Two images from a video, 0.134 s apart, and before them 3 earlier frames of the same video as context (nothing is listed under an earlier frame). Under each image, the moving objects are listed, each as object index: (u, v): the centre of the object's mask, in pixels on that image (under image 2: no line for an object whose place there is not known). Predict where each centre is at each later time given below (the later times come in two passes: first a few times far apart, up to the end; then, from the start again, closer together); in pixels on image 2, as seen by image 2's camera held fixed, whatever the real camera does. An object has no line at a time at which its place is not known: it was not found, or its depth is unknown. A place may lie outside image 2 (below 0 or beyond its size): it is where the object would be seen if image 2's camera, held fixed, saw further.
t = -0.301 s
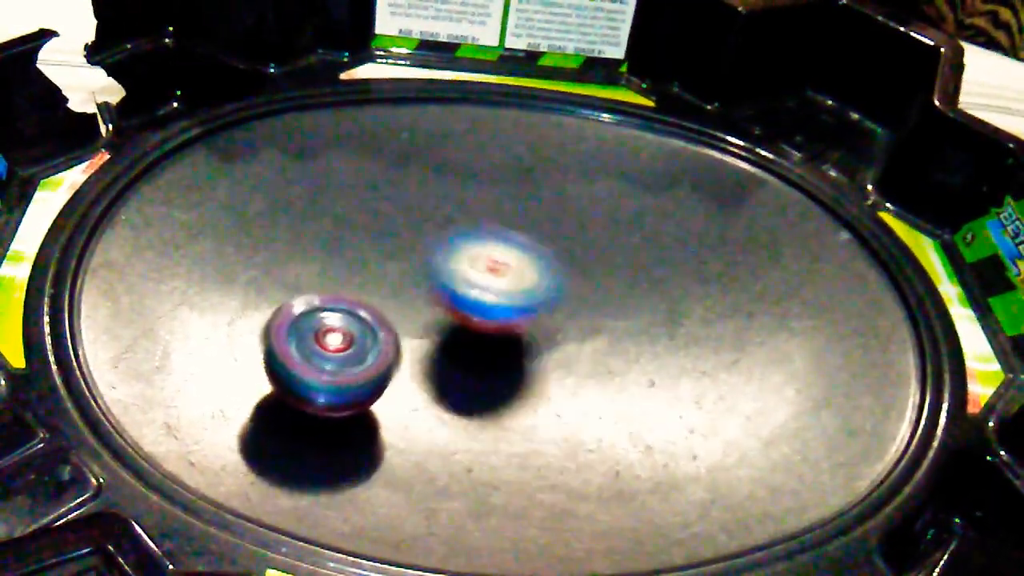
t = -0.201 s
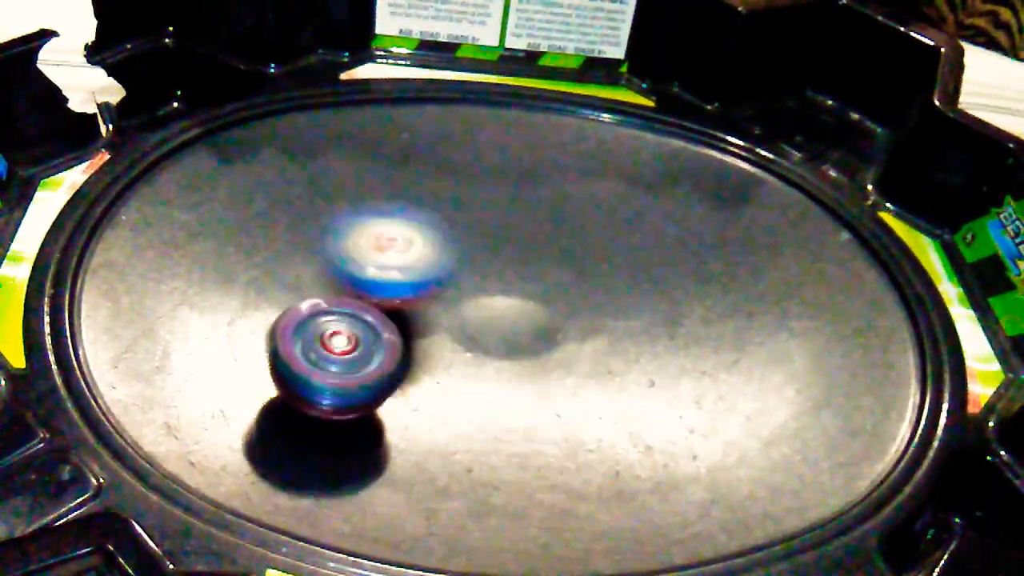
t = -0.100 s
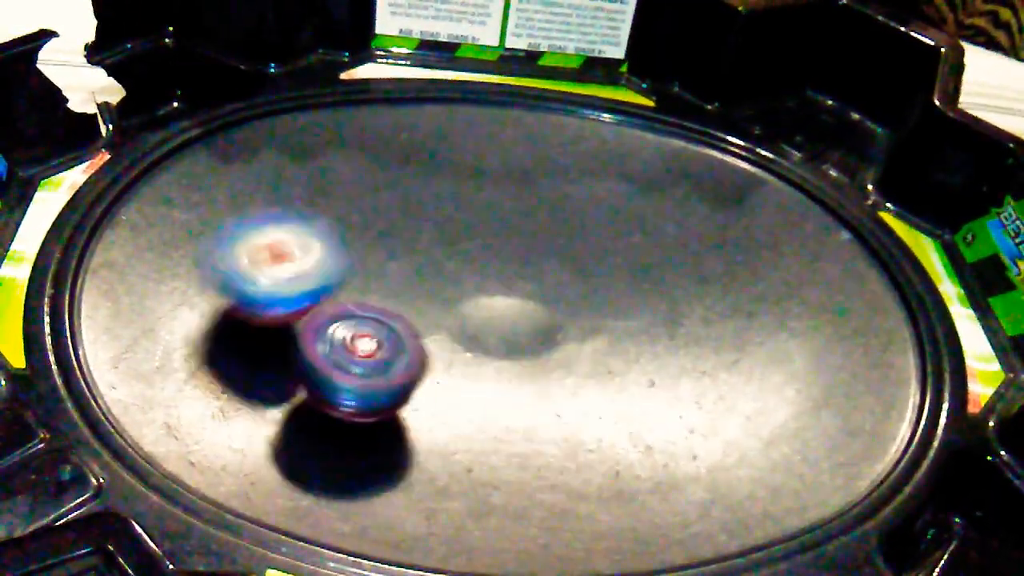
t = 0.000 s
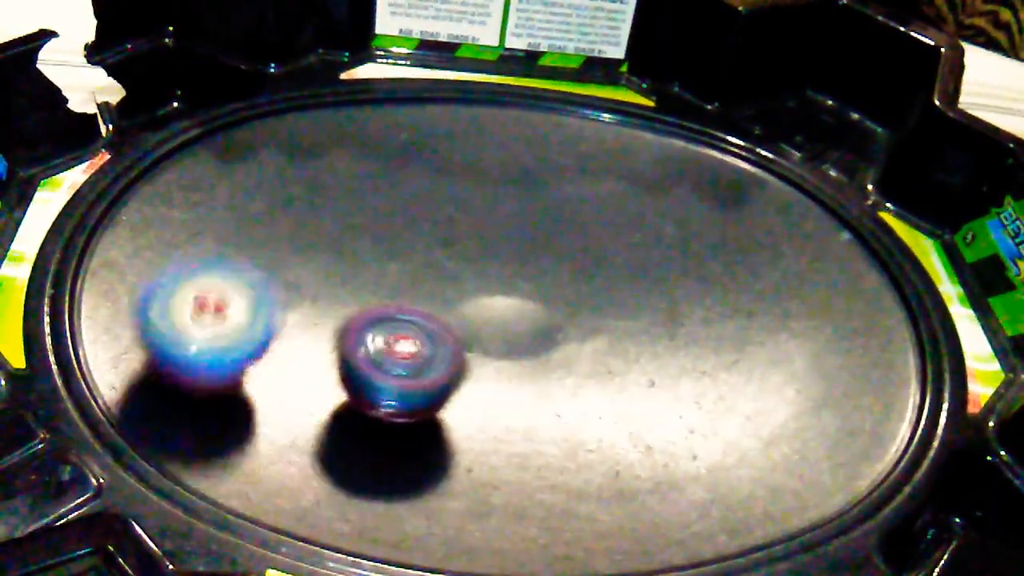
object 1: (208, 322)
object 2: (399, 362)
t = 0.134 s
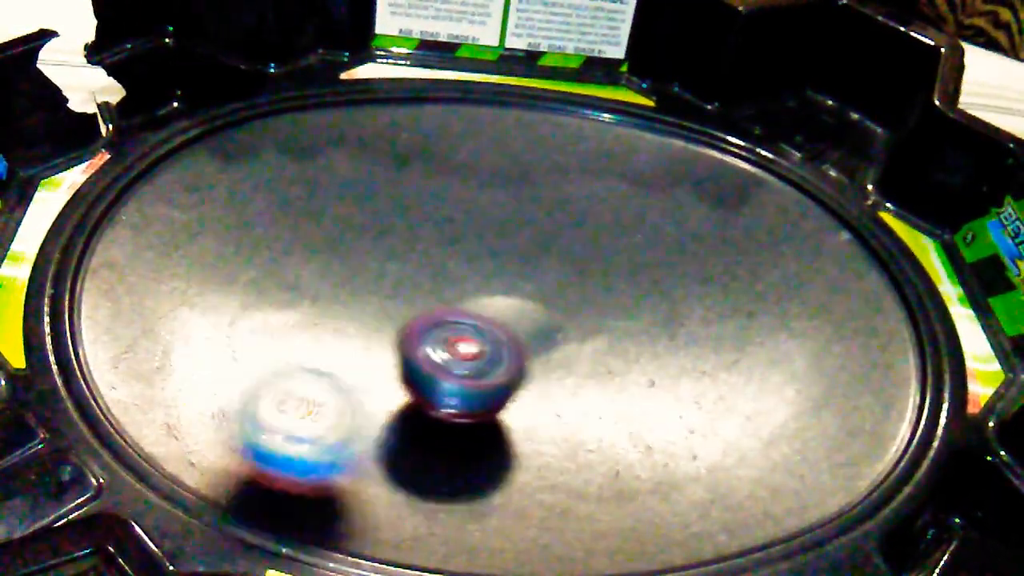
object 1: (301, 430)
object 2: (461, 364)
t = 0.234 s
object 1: (457, 442)
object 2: (519, 351)
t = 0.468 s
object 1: (475, 479)
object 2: (775, 147)
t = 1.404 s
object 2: (387, 327)
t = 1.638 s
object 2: (637, 350)
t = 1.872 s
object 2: (687, 378)
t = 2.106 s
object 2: (629, 363)
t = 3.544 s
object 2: (351, 290)
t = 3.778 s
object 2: (294, 287)
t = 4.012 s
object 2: (360, 347)
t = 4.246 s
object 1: (408, 247)
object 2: (467, 388)
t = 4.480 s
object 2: (661, 424)
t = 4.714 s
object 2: (732, 385)
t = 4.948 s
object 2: (681, 297)
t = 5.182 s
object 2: (612, 225)
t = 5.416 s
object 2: (595, 210)
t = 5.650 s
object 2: (487, 254)
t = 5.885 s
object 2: (352, 272)
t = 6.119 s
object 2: (321, 307)
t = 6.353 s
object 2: (392, 376)
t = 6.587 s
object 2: (506, 392)
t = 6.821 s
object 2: (596, 342)
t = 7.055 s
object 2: (609, 273)
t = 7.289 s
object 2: (565, 226)
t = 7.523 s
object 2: (514, 199)
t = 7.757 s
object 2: (440, 246)
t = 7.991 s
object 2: (402, 331)
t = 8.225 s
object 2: (439, 407)
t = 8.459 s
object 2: (519, 405)
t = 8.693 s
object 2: (577, 344)
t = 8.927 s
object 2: (573, 267)
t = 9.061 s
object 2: (545, 244)
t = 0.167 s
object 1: (360, 439)
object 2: (476, 365)
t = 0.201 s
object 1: (414, 441)
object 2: (494, 361)
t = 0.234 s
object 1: (457, 442)
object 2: (519, 351)
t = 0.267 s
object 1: (493, 438)
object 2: (550, 343)
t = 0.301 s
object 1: (528, 427)
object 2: (581, 331)
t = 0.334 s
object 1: (555, 410)
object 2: (603, 321)
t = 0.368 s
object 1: (563, 398)
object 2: (633, 302)
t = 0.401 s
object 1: (533, 426)
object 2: (683, 250)
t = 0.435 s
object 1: (504, 456)
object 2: (727, 204)
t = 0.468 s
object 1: (475, 479)
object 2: (775, 147)
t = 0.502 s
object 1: (455, 496)
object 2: (805, 108)
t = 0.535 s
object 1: (438, 507)
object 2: (835, 79)
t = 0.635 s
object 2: (843, 100)
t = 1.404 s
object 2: (387, 327)
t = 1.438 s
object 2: (432, 333)
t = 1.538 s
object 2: (559, 346)
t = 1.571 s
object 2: (590, 346)
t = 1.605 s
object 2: (615, 347)
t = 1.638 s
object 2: (637, 350)
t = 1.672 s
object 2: (655, 353)
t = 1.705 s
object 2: (668, 357)
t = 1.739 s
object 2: (676, 362)
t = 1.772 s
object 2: (683, 367)
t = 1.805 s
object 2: (688, 372)
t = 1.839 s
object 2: (688, 375)
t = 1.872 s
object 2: (687, 378)
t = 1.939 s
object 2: (678, 381)
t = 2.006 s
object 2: (663, 377)
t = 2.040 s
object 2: (653, 373)
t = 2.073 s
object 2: (641, 369)
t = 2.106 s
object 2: (629, 363)
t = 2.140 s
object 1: (349, 333)
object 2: (618, 357)
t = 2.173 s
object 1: (403, 344)
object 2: (607, 351)
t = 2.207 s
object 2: (595, 343)
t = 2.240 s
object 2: (616, 326)
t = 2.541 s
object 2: (783, 237)
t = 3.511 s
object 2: (369, 284)
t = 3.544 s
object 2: (351, 290)
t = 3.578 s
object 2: (330, 289)
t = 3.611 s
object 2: (313, 283)
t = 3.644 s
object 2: (301, 280)
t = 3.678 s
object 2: (295, 278)
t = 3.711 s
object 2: (292, 279)
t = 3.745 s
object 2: (292, 282)
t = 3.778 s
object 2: (294, 287)
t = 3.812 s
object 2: (299, 294)
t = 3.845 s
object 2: (305, 302)
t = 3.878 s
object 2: (313, 310)
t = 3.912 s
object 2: (323, 320)
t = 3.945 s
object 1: (554, 234)
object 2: (334, 329)
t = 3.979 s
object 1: (541, 221)
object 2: (347, 337)
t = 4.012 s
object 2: (360, 347)
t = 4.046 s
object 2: (374, 355)
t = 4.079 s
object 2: (389, 363)
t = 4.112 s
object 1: (464, 202)
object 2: (404, 369)
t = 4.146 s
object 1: (445, 206)
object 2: (419, 375)
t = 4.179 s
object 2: (435, 379)
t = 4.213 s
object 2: (451, 384)
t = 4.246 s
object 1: (408, 247)
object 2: (467, 388)
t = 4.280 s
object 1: (405, 267)
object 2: (485, 390)
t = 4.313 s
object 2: (500, 390)
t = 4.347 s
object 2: (517, 389)
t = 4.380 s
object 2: (551, 397)
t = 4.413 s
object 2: (595, 409)
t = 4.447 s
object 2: (632, 419)
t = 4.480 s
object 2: (661, 424)
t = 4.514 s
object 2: (685, 426)
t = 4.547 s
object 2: (703, 425)
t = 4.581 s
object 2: (716, 421)
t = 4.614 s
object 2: (725, 414)
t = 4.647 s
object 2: (731, 406)
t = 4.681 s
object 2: (733, 397)
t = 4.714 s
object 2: (732, 385)
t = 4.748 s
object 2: (728, 373)
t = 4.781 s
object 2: (724, 361)
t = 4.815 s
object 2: (717, 349)
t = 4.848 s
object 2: (710, 335)
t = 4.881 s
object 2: (702, 321)
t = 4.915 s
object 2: (692, 309)
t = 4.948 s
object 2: (681, 297)
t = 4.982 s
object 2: (671, 286)
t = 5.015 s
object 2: (658, 274)
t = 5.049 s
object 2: (646, 264)
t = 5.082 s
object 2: (635, 255)
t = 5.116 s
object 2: (622, 245)
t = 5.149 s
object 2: (610, 237)
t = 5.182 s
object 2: (612, 225)
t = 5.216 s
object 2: (623, 211)
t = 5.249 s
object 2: (628, 204)
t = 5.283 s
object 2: (628, 201)
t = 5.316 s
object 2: (623, 201)
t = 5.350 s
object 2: (617, 201)
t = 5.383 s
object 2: (607, 205)
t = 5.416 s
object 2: (595, 210)
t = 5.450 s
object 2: (583, 214)
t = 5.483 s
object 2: (569, 220)
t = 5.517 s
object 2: (555, 224)
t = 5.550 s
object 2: (536, 233)
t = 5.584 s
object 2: (519, 240)
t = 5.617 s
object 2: (503, 246)
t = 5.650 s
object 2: (487, 254)
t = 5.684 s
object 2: (471, 262)
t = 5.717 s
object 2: (458, 269)
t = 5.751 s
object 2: (442, 278)
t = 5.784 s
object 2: (427, 290)
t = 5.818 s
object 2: (401, 287)
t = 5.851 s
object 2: (375, 279)
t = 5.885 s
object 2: (352, 272)
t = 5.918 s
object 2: (335, 270)
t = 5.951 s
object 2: (325, 271)
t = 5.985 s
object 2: (319, 275)
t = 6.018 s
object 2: (317, 281)
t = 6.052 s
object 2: (317, 289)
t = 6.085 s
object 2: (318, 299)
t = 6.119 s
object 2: (321, 307)
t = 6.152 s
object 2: (327, 318)
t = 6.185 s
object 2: (333, 329)
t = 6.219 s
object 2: (342, 339)
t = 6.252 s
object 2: (352, 350)
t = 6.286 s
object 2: (364, 359)
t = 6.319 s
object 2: (378, 367)
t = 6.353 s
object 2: (392, 376)
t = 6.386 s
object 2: (408, 384)
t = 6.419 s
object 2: (423, 390)
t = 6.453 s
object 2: (441, 392)
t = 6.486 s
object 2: (457, 394)
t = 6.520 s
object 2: (471, 394)
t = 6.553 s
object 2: (490, 394)
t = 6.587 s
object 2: (506, 392)
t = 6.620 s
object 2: (522, 388)
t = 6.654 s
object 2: (537, 382)
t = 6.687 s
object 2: (551, 376)
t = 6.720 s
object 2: (565, 368)
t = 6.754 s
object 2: (577, 358)
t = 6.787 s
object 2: (587, 351)
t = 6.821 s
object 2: (596, 342)
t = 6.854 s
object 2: (603, 332)
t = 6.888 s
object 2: (609, 322)
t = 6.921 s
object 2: (611, 313)
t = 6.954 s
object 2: (613, 302)
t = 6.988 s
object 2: (613, 292)
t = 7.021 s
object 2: (612, 283)
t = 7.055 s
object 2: (609, 273)
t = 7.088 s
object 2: (605, 264)
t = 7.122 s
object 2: (601, 257)
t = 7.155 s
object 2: (596, 249)
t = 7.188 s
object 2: (588, 245)
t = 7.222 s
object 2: (581, 238)
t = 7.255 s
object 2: (574, 231)
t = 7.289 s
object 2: (565, 226)
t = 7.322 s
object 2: (557, 215)
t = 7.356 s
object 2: (552, 205)
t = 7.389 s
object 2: (546, 199)
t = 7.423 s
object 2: (539, 196)
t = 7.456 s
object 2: (531, 197)
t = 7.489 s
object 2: (523, 197)
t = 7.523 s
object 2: (514, 199)
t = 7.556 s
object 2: (504, 204)
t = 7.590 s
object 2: (493, 210)
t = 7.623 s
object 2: (484, 216)
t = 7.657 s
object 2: (474, 221)
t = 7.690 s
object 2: (462, 229)
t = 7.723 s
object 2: (452, 236)
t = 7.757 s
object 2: (440, 246)
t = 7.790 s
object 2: (430, 257)
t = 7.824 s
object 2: (423, 267)
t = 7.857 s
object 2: (416, 279)
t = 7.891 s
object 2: (411, 293)
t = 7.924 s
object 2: (407, 306)
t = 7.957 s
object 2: (403, 320)
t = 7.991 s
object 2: (402, 331)
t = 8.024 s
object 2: (402, 343)
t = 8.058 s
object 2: (404, 356)
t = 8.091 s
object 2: (408, 366)
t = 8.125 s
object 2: (413, 377)
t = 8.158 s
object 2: (421, 388)
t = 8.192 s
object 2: (429, 398)
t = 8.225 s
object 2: (439, 407)
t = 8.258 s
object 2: (449, 412)
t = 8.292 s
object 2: (460, 416)
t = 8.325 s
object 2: (472, 417)
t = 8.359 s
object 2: (484, 416)
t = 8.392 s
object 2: (495, 414)
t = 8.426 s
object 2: (506, 410)
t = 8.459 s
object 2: (519, 405)
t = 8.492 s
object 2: (530, 399)
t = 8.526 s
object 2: (541, 391)
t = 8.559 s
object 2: (550, 384)
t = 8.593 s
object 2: (558, 374)
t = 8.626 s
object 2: (565, 363)
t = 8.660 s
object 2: (571, 354)
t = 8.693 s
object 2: (577, 344)
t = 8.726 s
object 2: (579, 330)
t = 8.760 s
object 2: (582, 319)
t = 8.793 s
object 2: (582, 309)
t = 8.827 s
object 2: (581, 296)
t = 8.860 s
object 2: (579, 286)
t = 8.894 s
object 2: (577, 276)
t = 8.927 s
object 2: (573, 267)
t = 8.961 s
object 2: (567, 260)
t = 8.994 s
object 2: (561, 254)
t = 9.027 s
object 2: (554, 247)
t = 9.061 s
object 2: (545, 244)
